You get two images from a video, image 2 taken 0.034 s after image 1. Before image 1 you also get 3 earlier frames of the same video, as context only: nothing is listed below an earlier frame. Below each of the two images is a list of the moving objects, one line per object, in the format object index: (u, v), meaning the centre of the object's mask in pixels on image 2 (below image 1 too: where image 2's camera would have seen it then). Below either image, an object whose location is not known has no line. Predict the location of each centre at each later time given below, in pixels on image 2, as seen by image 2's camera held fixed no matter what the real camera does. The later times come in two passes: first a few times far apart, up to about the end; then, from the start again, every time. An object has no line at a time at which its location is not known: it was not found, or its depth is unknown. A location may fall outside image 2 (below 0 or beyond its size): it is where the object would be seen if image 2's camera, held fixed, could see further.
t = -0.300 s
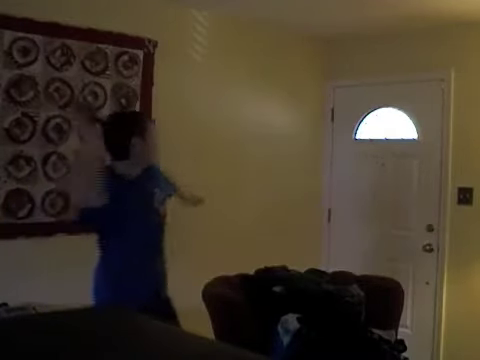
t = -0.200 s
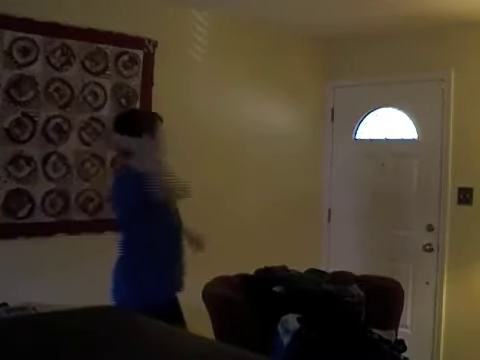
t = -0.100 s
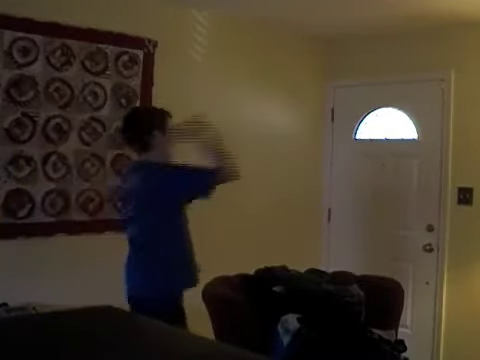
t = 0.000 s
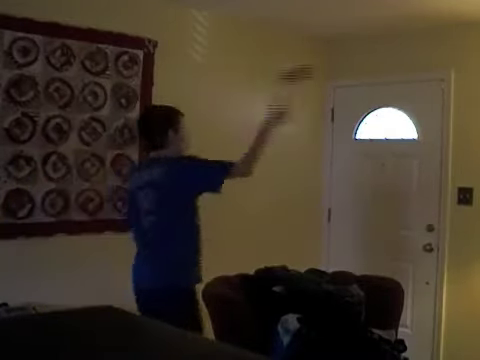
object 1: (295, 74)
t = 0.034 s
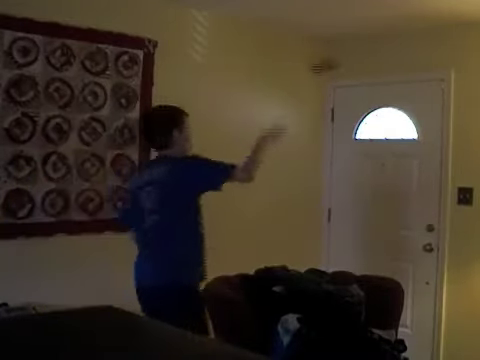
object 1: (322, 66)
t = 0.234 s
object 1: (429, 57)
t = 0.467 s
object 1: (371, 69)
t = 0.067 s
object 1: (347, 58)
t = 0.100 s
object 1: (368, 55)
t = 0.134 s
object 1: (387, 53)
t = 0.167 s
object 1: (402, 53)
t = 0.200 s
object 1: (416, 55)
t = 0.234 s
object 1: (429, 57)
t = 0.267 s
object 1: (424, 56)
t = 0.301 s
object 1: (415, 54)
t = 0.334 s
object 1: (407, 54)
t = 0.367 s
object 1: (398, 55)
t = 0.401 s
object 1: (389, 57)
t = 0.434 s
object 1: (380, 62)
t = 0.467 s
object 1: (371, 69)
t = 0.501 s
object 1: (363, 76)
